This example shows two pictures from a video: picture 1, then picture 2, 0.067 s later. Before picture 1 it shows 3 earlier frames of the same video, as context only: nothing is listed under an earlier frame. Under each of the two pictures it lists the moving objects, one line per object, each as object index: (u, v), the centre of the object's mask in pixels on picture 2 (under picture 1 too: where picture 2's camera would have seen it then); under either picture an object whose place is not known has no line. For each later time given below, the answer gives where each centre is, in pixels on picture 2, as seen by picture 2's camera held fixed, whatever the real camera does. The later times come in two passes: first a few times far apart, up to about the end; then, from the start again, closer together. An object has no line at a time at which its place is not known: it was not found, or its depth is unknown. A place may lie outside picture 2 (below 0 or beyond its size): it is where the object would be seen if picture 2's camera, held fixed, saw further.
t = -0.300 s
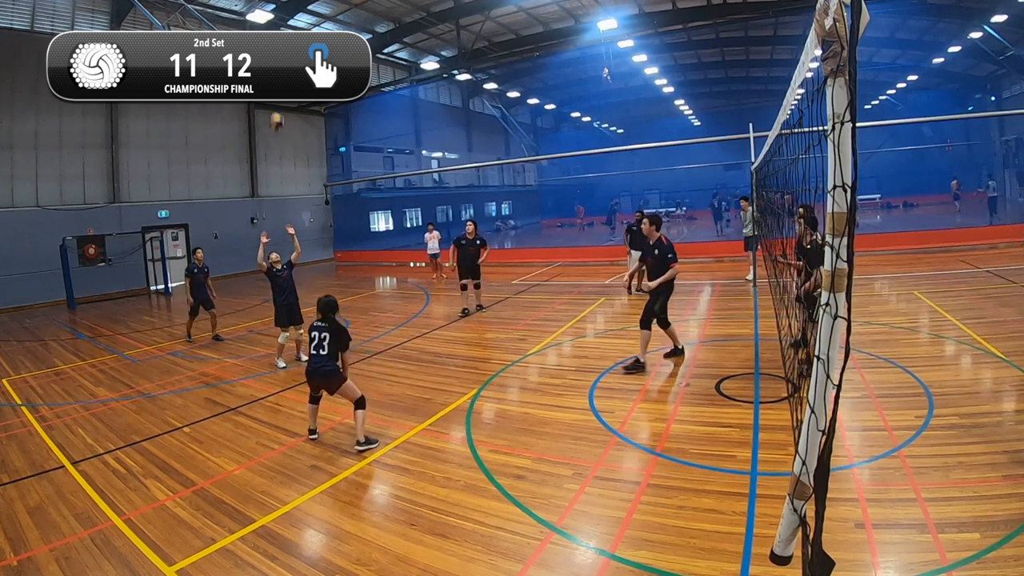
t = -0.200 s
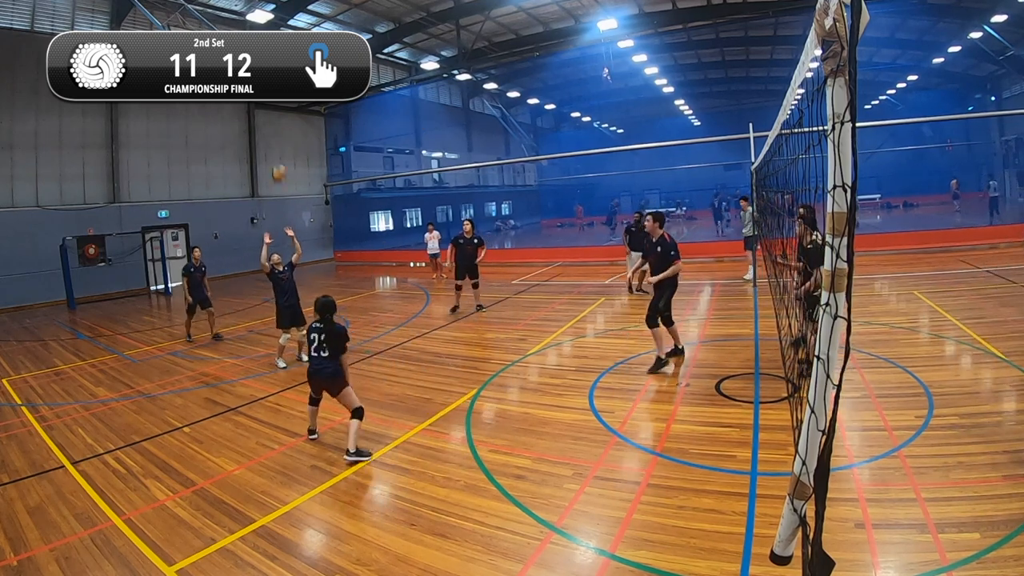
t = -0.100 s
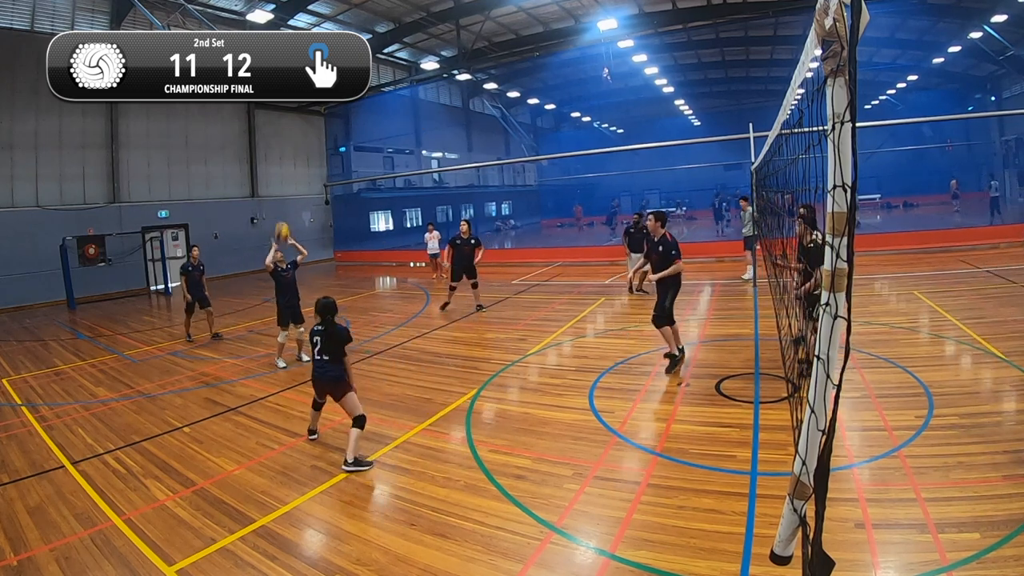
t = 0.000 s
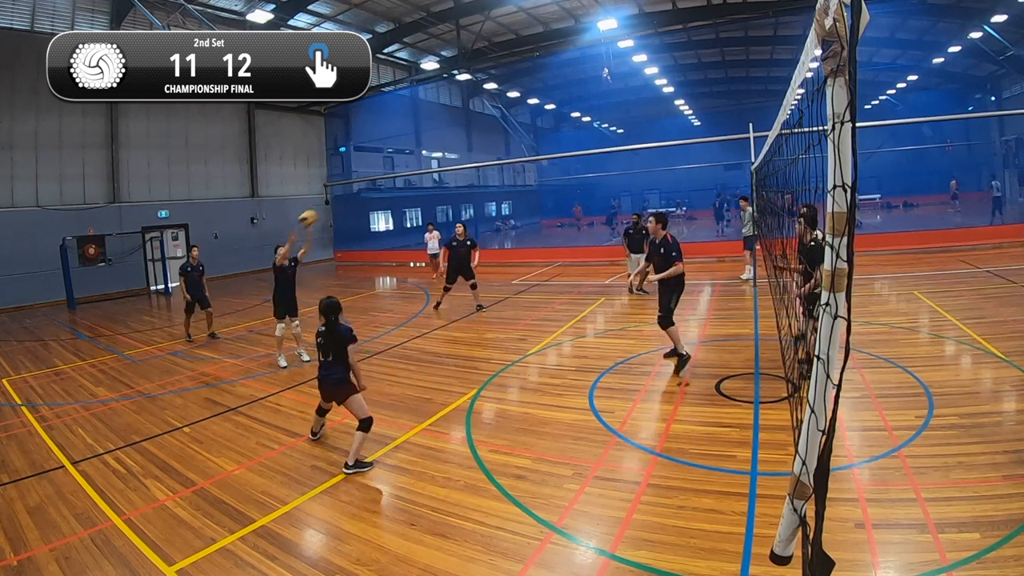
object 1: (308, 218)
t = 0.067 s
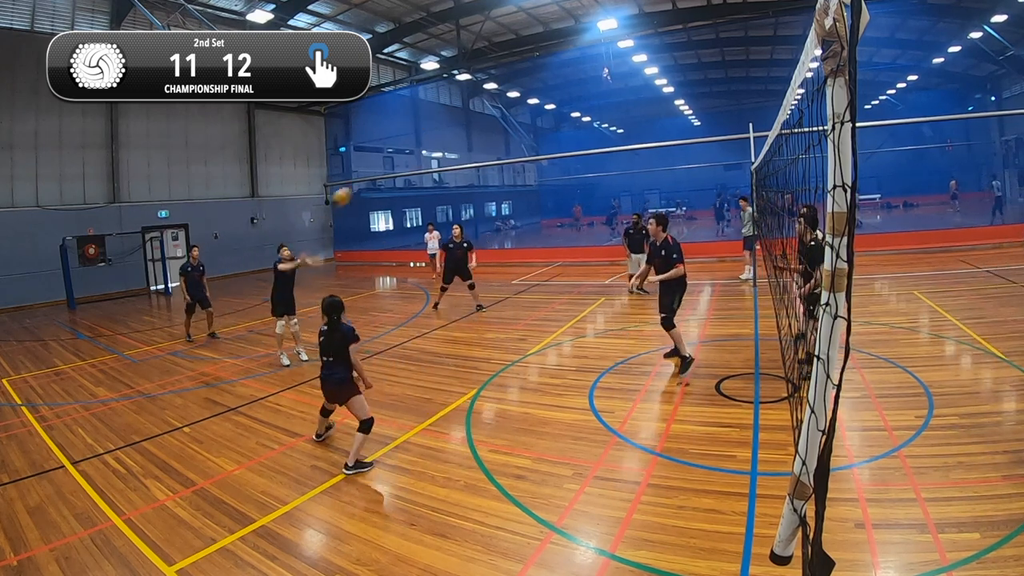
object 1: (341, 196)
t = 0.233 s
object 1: (445, 148)
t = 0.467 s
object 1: (632, 112)
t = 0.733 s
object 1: (875, 144)
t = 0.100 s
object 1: (361, 187)
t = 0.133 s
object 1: (379, 176)
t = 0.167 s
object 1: (401, 166)
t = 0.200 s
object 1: (422, 157)
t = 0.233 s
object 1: (445, 148)
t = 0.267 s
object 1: (468, 140)
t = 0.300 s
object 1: (493, 133)
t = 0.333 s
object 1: (521, 126)
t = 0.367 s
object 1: (547, 122)
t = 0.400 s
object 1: (573, 117)
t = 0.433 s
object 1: (603, 113)
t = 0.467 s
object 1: (632, 112)
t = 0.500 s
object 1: (660, 111)
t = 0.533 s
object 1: (692, 112)
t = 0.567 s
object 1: (721, 114)
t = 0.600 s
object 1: (752, 118)
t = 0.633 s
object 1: (786, 120)
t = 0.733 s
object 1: (875, 144)
